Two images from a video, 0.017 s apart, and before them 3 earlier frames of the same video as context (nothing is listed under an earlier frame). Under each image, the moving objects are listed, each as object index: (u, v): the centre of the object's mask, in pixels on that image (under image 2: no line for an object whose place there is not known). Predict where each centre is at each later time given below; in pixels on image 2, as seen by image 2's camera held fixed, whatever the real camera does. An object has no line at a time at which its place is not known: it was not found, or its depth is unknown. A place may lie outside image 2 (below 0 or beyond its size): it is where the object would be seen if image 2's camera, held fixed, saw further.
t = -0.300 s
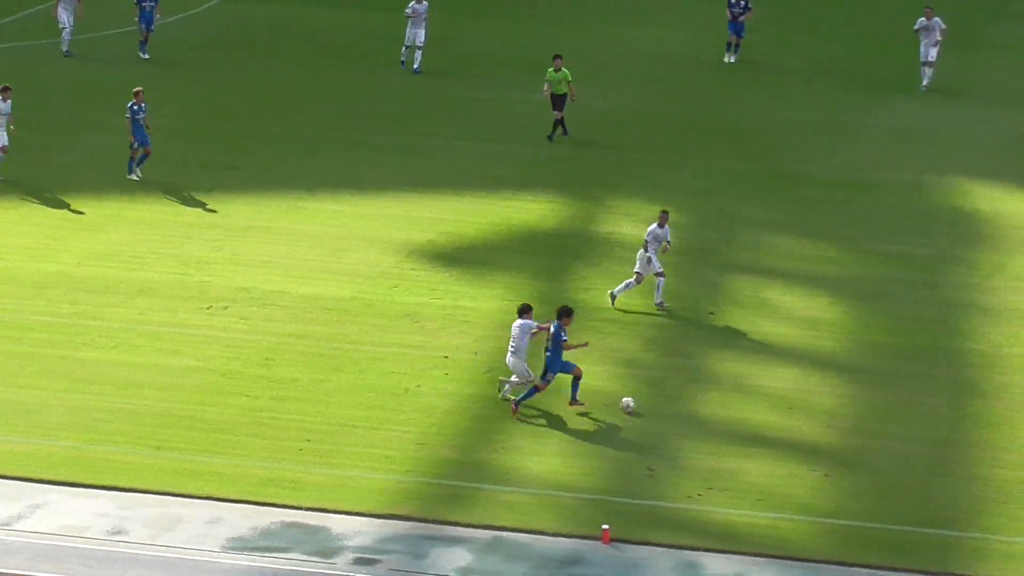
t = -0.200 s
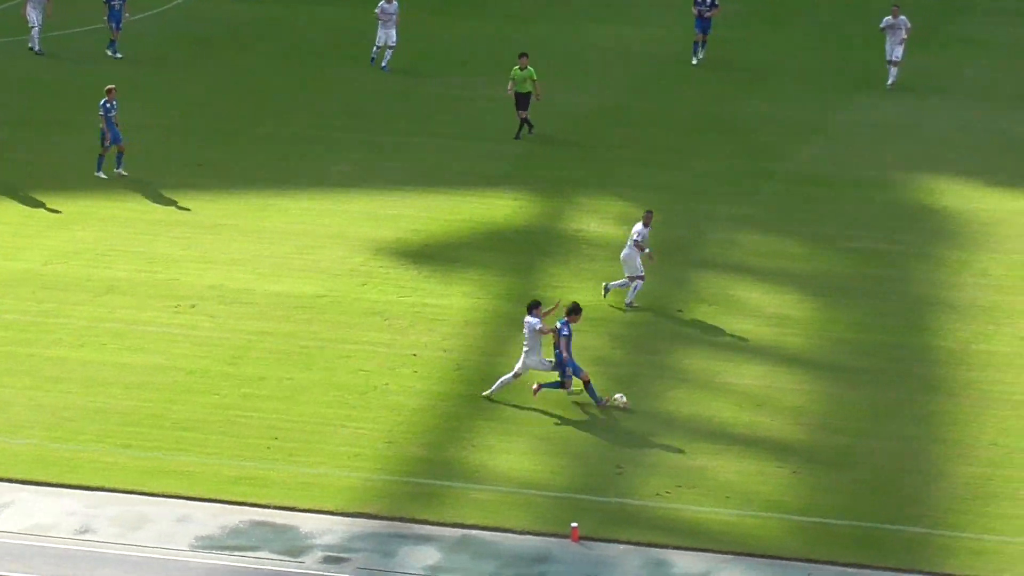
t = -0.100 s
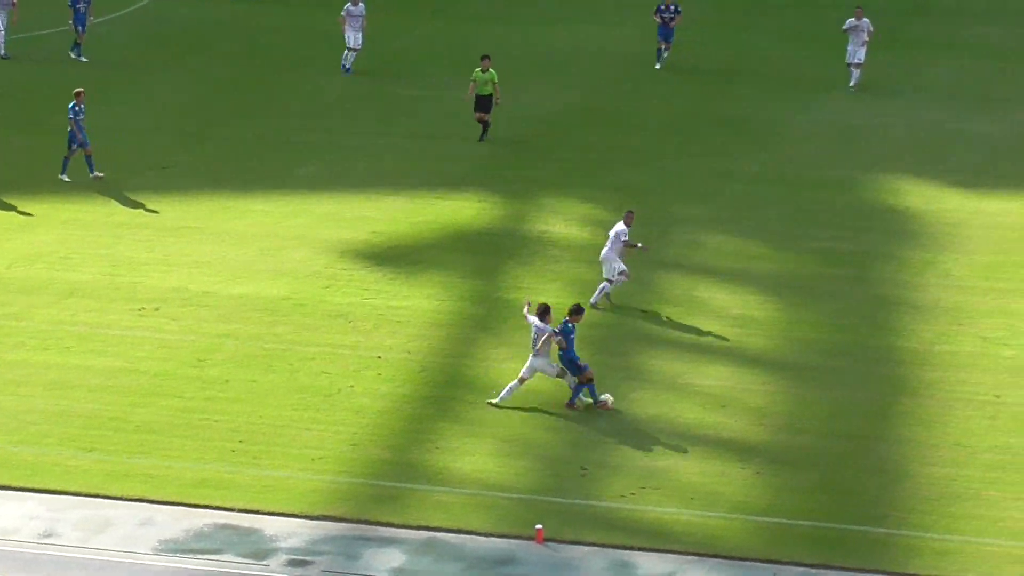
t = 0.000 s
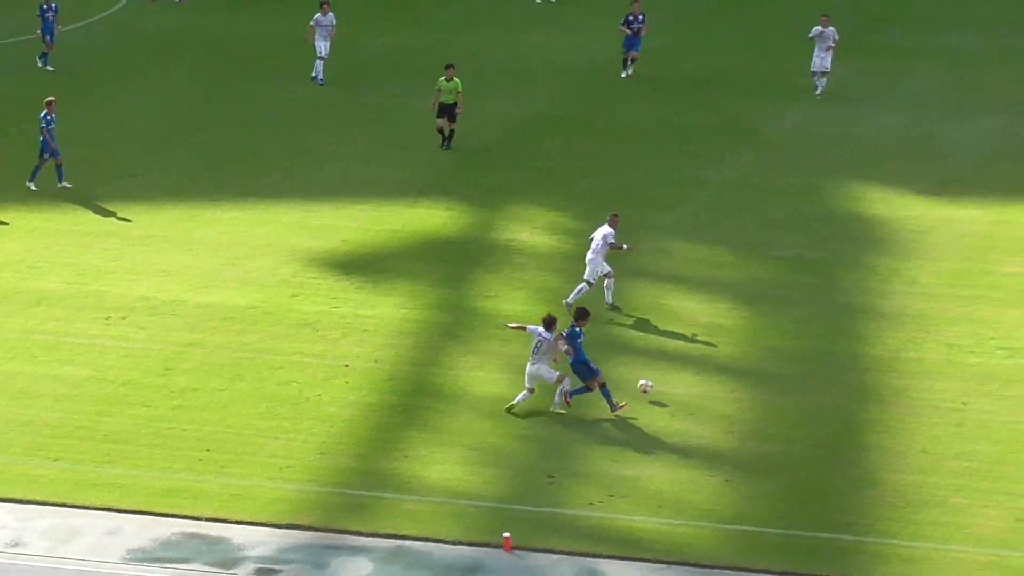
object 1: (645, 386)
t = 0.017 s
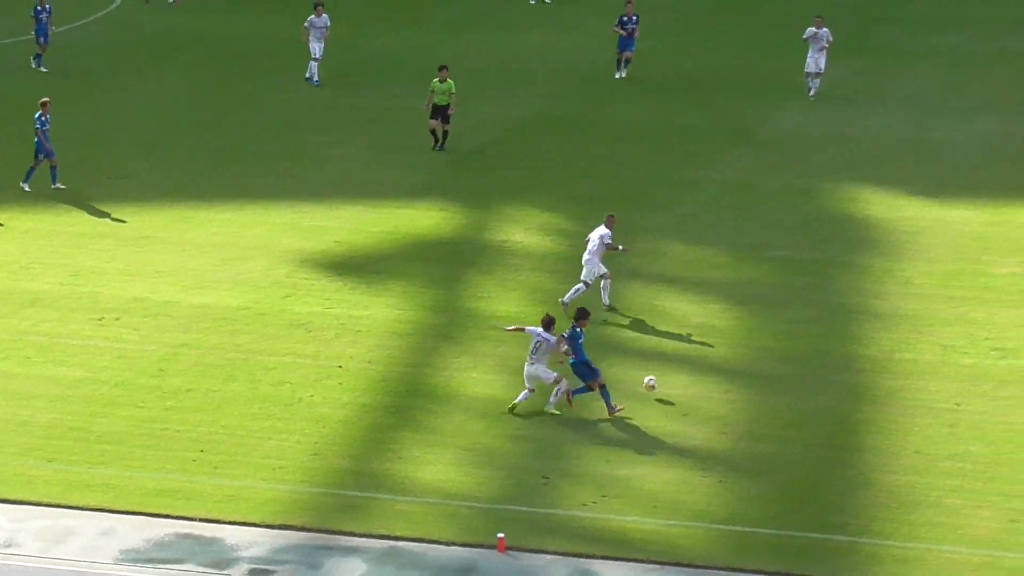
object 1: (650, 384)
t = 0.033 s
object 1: (662, 380)
